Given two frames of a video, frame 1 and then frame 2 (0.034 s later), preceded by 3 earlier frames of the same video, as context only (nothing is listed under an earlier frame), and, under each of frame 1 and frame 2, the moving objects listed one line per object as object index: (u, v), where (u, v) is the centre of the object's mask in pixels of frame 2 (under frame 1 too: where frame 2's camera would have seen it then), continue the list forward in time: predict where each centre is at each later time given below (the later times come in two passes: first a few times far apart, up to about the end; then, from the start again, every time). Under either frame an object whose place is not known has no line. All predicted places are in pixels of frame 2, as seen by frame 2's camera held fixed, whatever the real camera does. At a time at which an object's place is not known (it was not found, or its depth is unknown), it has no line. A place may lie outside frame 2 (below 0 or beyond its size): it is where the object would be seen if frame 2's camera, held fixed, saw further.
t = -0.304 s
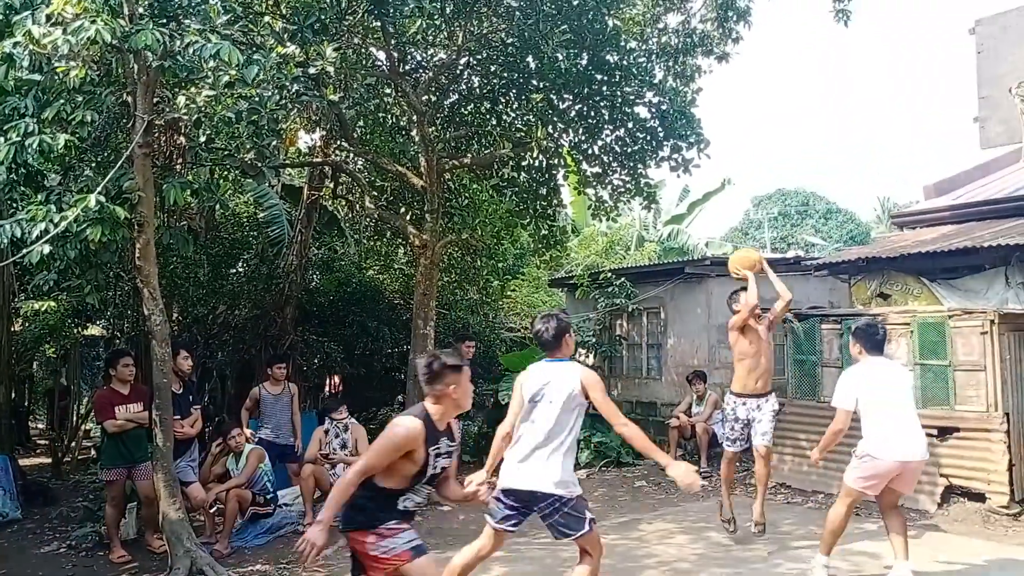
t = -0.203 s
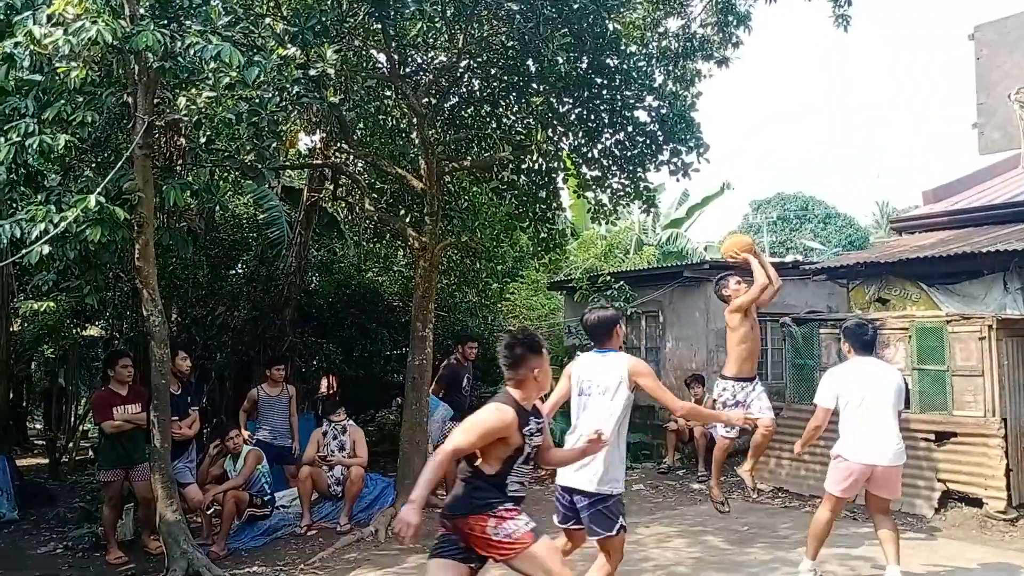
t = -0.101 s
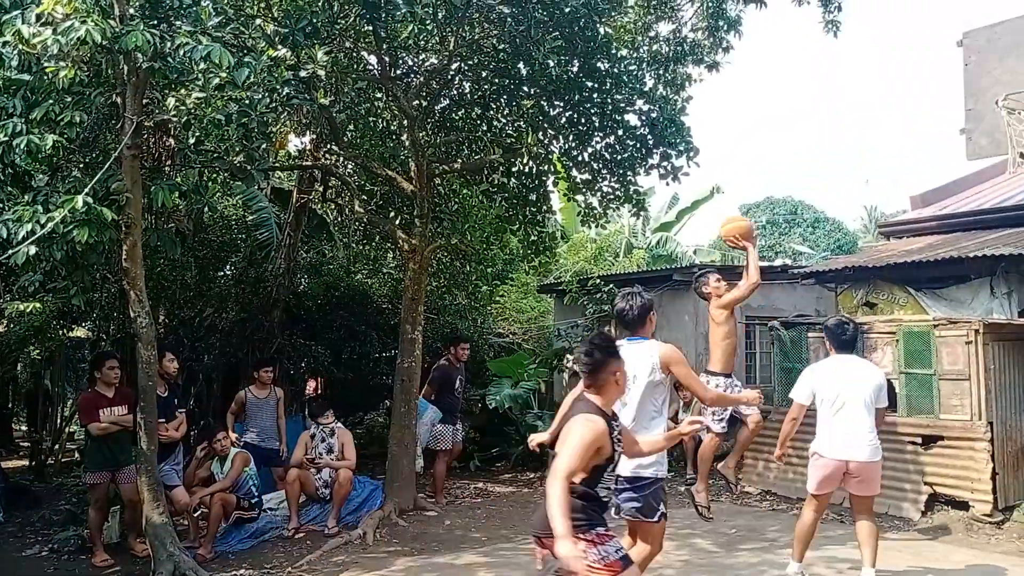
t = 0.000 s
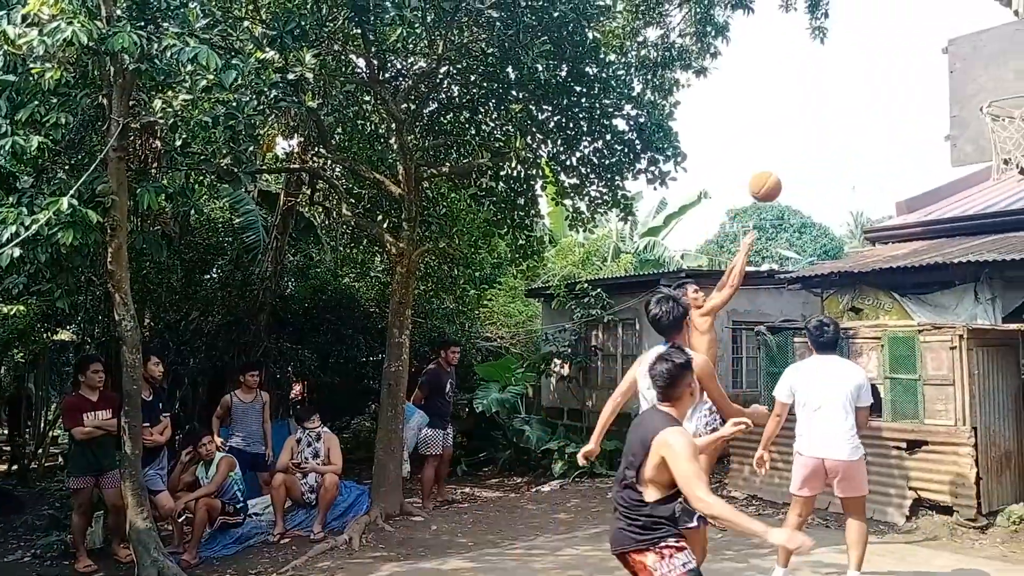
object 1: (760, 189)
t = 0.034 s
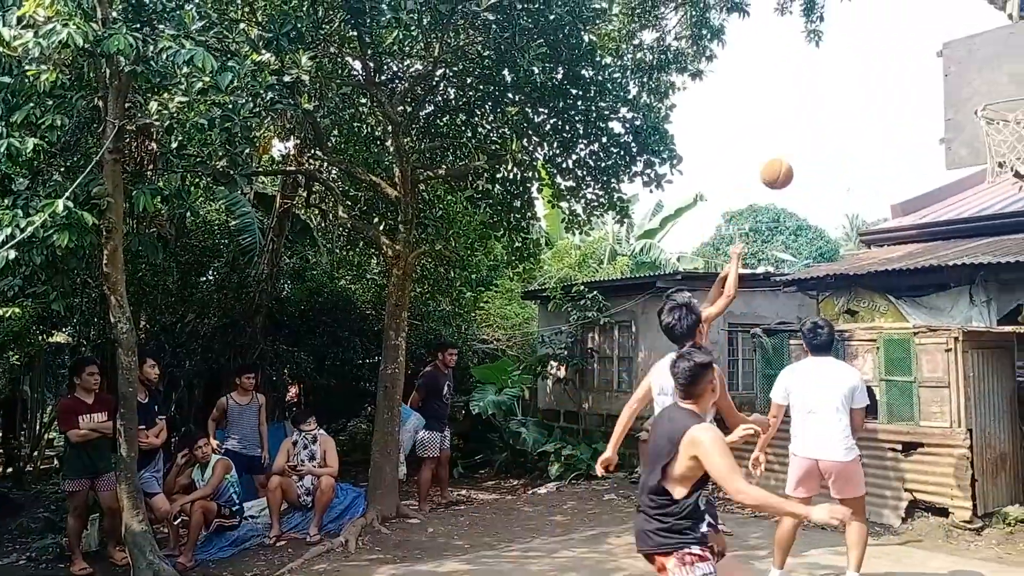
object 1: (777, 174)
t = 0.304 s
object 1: (912, 99)
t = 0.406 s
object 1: (967, 95)
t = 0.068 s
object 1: (792, 159)
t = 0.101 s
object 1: (808, 146)
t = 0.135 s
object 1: (826, 135)
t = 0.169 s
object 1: (843, 126)
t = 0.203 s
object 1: (860, 117)
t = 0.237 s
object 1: (877, 109)
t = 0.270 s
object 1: (894, 104)
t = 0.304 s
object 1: (912, 99)
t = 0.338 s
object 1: (930, 96)
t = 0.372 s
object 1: (949, 94)
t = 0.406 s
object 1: (967, 95)
